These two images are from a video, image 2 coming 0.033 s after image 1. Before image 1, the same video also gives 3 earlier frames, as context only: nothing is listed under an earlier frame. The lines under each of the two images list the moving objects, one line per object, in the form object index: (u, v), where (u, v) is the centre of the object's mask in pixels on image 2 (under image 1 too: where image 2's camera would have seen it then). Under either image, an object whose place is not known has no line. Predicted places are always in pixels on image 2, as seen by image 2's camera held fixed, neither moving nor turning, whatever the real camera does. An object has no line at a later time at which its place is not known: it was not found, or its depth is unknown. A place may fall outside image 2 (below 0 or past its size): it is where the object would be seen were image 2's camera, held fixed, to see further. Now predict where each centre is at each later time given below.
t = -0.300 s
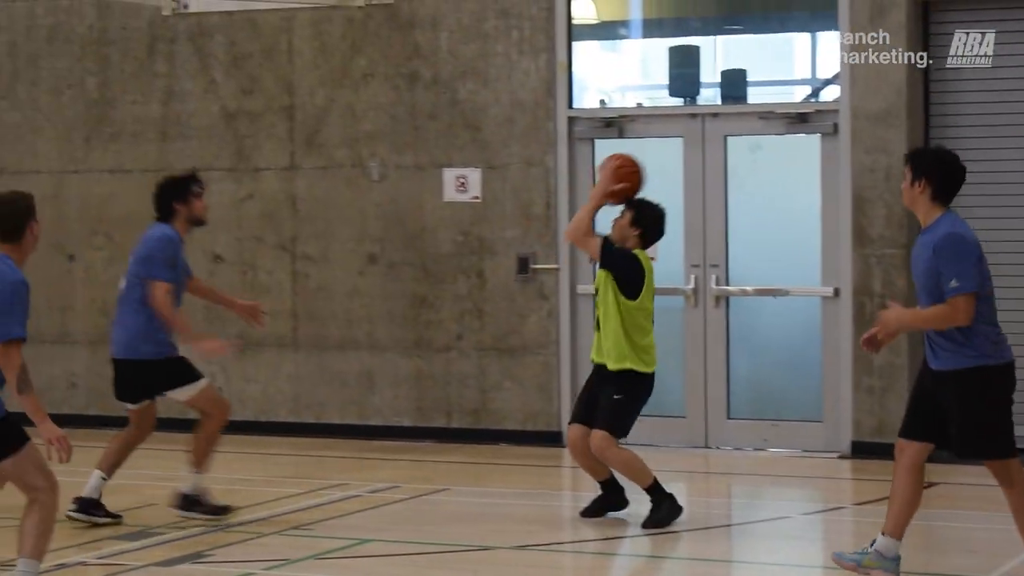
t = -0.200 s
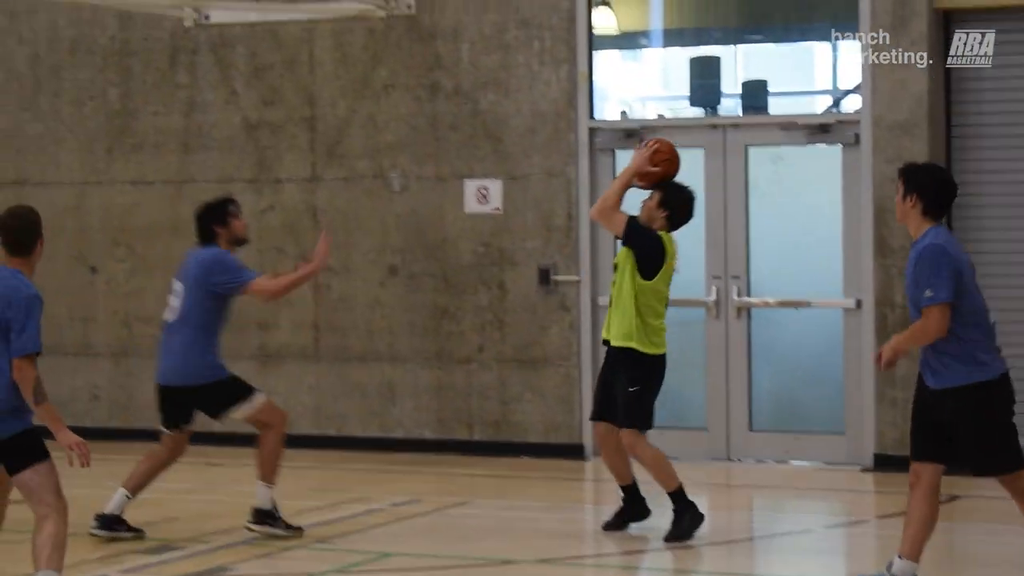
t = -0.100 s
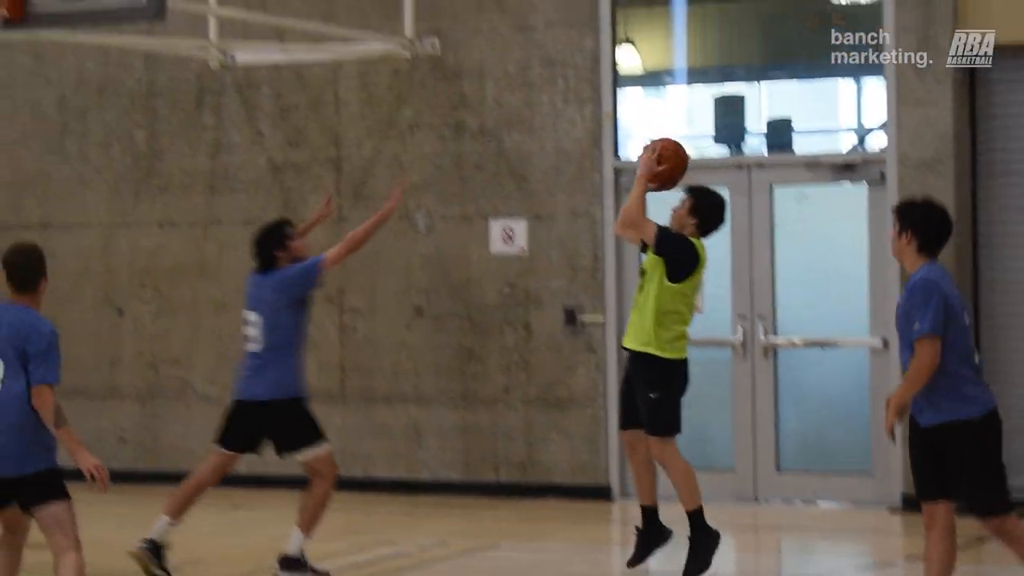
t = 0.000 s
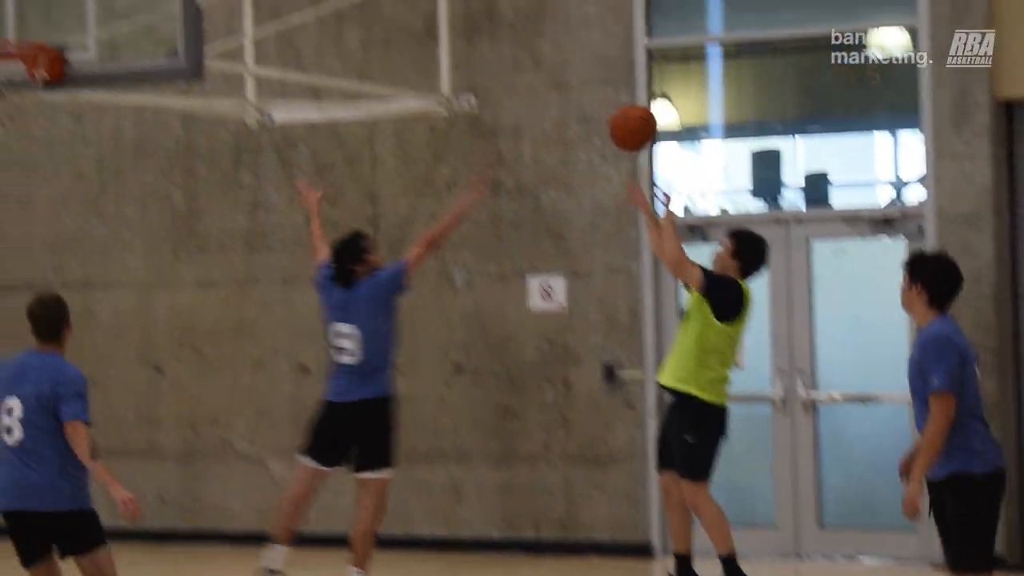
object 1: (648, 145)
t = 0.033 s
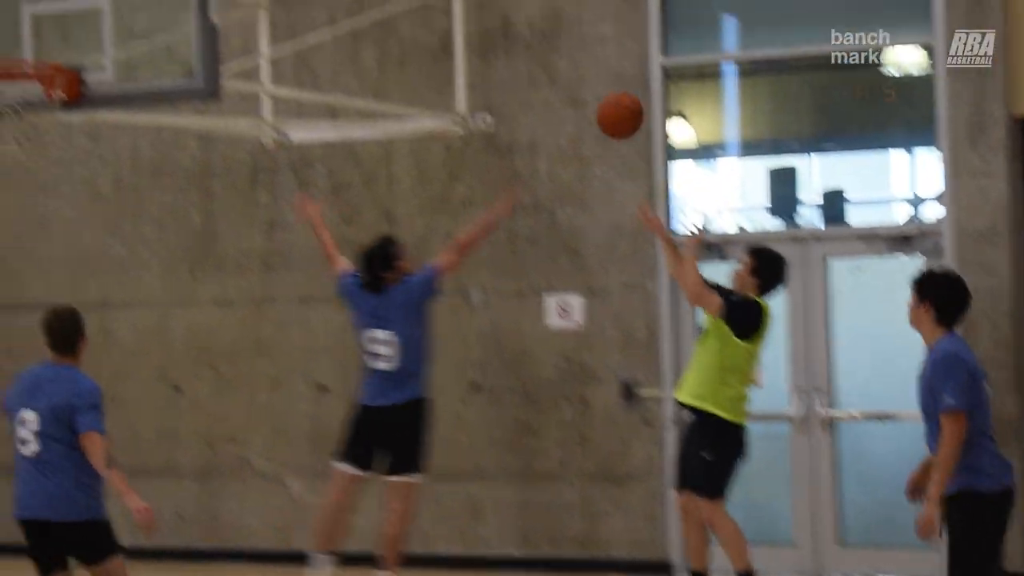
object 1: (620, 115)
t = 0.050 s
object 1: (605, 102)
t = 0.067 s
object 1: (592, 89)
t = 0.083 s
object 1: (578, 76)
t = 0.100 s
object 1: (563, 64)
